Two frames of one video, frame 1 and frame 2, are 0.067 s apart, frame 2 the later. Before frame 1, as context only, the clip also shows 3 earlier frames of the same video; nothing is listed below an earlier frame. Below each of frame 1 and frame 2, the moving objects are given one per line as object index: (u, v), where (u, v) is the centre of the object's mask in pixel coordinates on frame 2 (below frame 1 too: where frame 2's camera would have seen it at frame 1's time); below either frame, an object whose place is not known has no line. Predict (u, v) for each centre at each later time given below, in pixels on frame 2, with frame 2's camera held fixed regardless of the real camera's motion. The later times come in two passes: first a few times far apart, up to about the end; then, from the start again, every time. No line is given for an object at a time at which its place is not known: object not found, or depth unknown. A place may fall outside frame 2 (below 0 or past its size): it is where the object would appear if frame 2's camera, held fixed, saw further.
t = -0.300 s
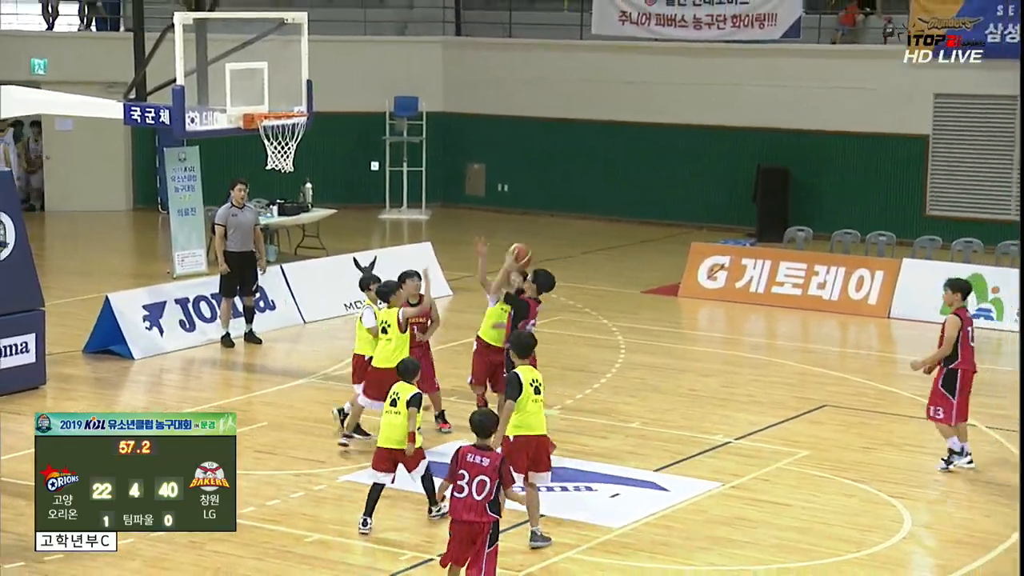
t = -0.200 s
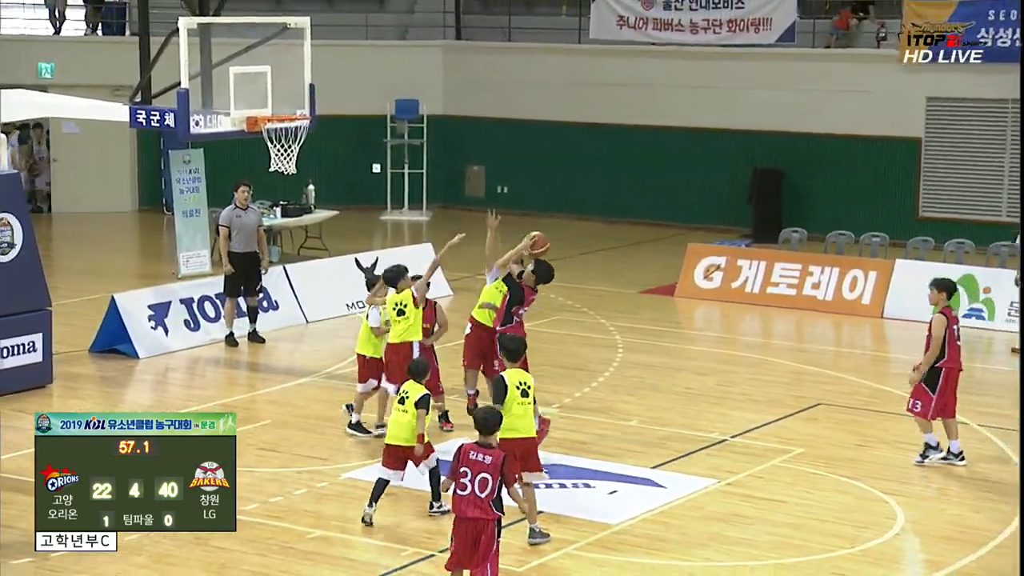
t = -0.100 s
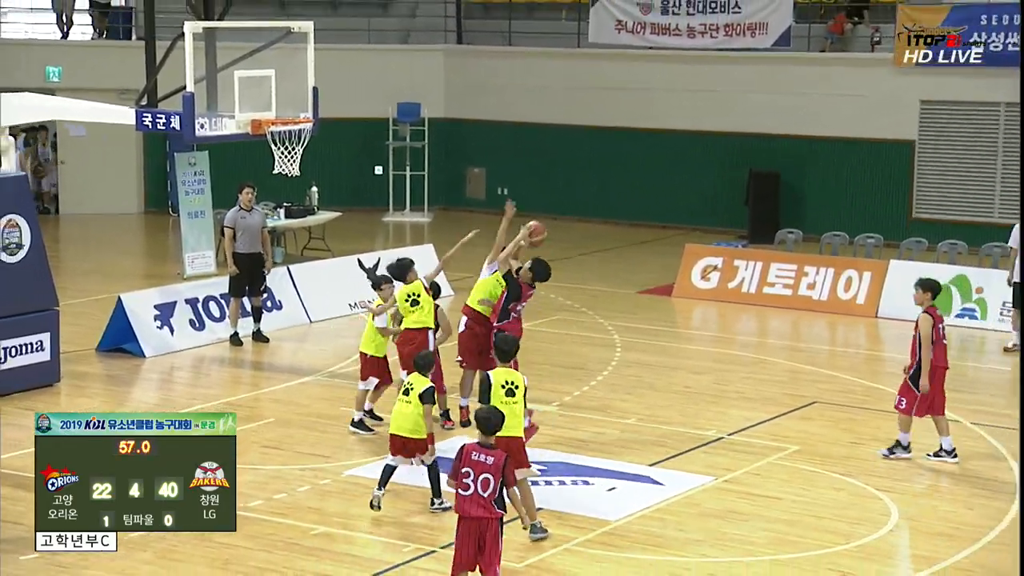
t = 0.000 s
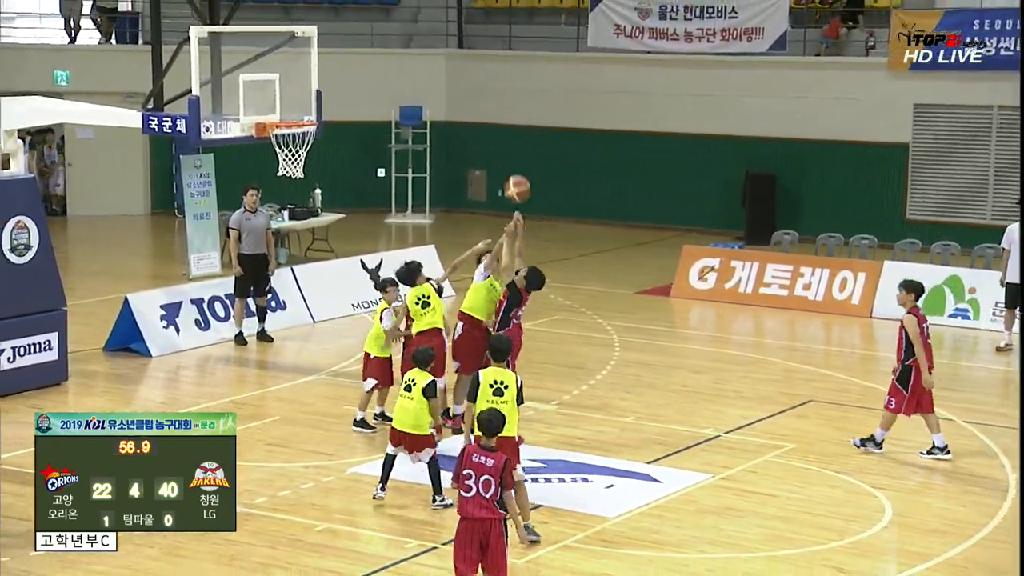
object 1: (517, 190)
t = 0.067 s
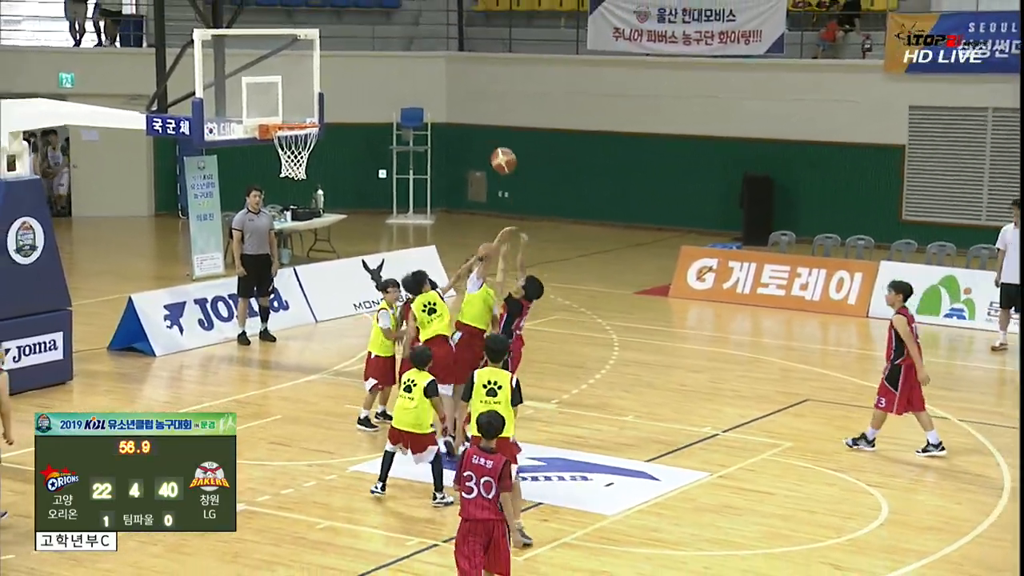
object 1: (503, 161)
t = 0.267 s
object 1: (459, 101)
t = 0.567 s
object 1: (395, 93)
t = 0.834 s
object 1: (339, 161)
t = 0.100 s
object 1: (496, 147)
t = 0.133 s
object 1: (489, 136)
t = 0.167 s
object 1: (481, 126)
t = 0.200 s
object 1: (473, 116)
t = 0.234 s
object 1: (467, 108)
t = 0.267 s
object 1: (459, 101)
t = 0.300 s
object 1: (452, 96)
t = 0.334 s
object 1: (445, 91)
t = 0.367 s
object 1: (438, 88)
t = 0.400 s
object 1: (431, 86)
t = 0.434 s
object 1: (424, 85)
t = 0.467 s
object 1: (416, 85)
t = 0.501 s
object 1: (409, 87)
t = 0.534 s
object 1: (402, 89)
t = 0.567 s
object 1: (395, 93)
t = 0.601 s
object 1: (388, 97)
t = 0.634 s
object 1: (381, 103)
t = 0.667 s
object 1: (373, 110)
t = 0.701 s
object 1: (367, 118)
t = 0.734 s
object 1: (360, 127)
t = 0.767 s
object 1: (353, 137)
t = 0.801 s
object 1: (346, 149)
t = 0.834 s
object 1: (339, 161)
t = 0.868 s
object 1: (332, 175)
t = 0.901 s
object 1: (326, 189)
